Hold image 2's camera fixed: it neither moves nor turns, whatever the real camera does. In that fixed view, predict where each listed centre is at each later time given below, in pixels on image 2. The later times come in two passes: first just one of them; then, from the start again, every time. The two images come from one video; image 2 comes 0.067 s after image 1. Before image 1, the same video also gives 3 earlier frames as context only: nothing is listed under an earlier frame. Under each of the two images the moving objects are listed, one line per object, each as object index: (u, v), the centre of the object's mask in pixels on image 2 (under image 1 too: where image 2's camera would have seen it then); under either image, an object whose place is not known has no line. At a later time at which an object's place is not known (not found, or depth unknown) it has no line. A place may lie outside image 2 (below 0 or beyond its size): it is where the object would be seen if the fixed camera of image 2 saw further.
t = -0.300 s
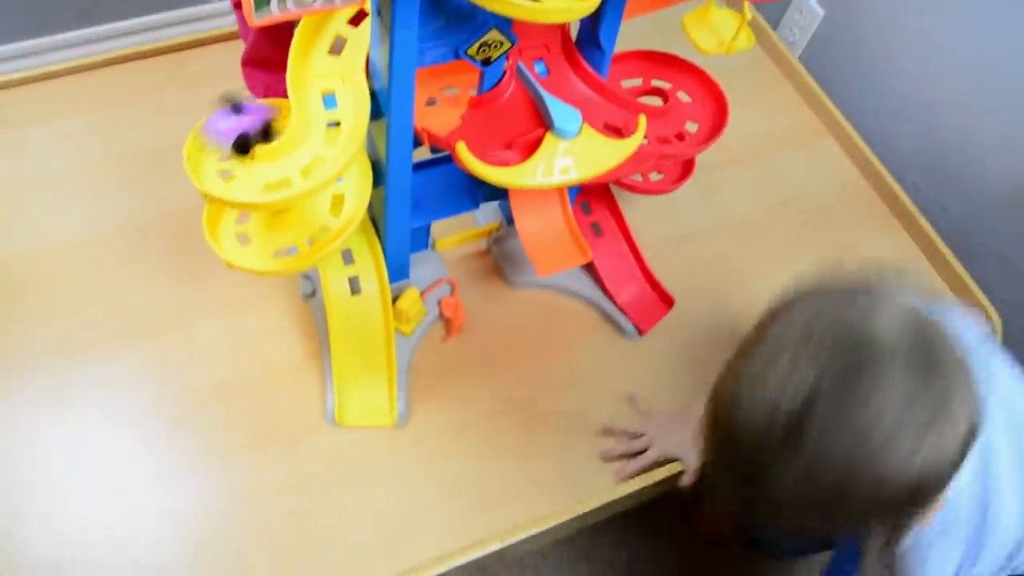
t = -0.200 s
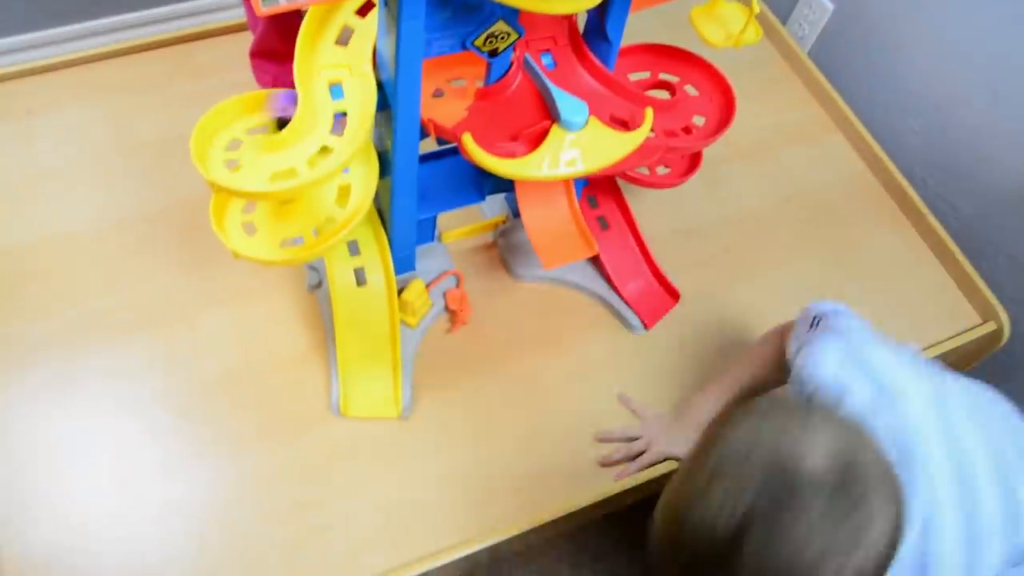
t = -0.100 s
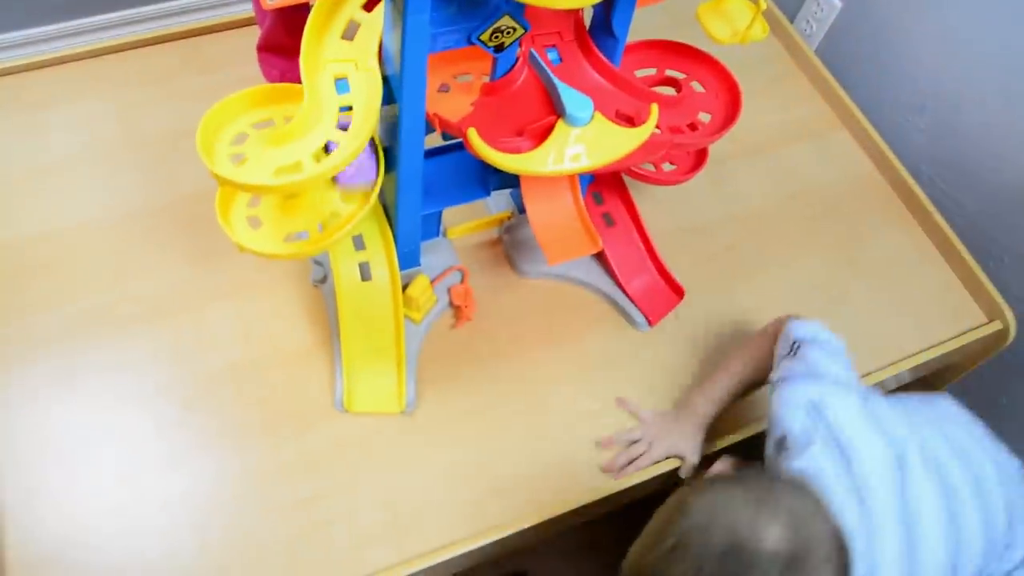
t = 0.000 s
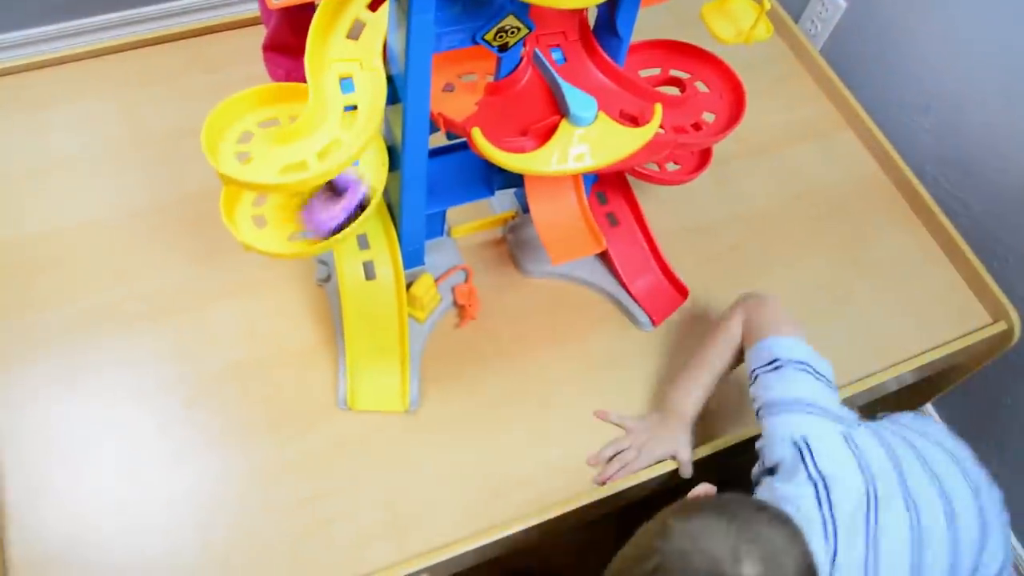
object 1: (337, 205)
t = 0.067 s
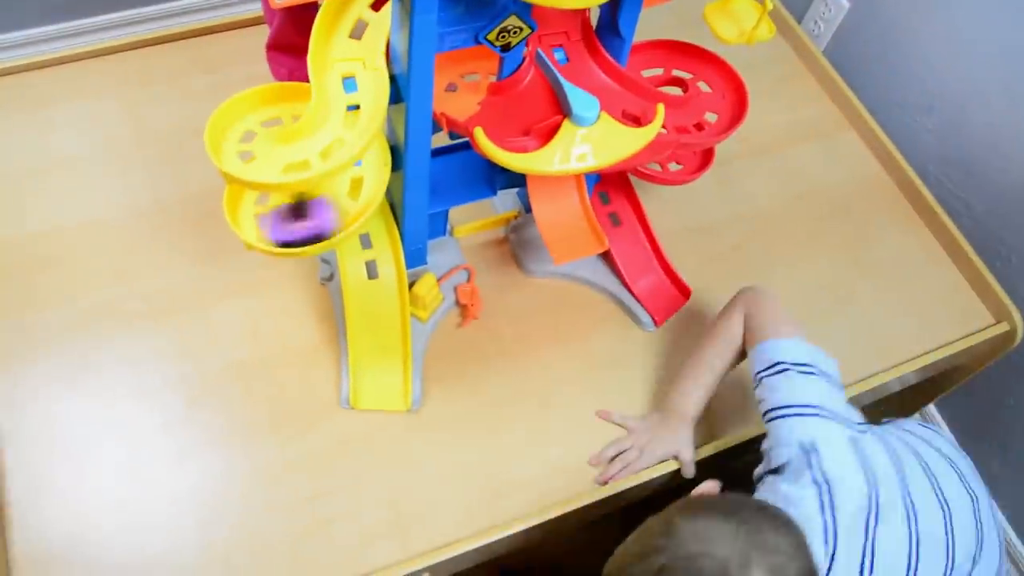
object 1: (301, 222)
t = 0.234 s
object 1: (252, 199)
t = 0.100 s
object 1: (282, 224)
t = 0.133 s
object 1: (266, 219)
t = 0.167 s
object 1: (256, 213)
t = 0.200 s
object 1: (252, 207)
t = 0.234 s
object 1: (252, 199)
